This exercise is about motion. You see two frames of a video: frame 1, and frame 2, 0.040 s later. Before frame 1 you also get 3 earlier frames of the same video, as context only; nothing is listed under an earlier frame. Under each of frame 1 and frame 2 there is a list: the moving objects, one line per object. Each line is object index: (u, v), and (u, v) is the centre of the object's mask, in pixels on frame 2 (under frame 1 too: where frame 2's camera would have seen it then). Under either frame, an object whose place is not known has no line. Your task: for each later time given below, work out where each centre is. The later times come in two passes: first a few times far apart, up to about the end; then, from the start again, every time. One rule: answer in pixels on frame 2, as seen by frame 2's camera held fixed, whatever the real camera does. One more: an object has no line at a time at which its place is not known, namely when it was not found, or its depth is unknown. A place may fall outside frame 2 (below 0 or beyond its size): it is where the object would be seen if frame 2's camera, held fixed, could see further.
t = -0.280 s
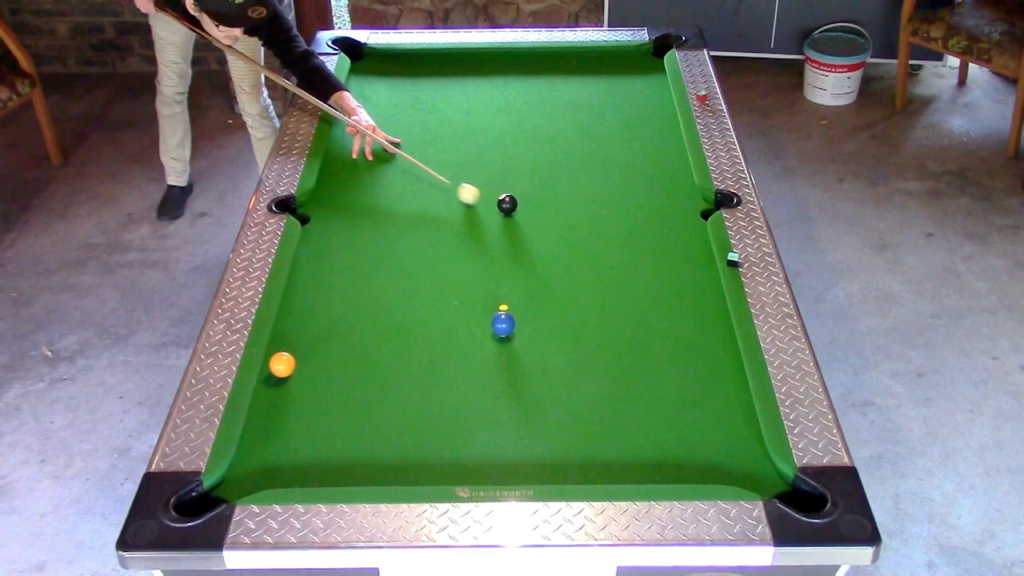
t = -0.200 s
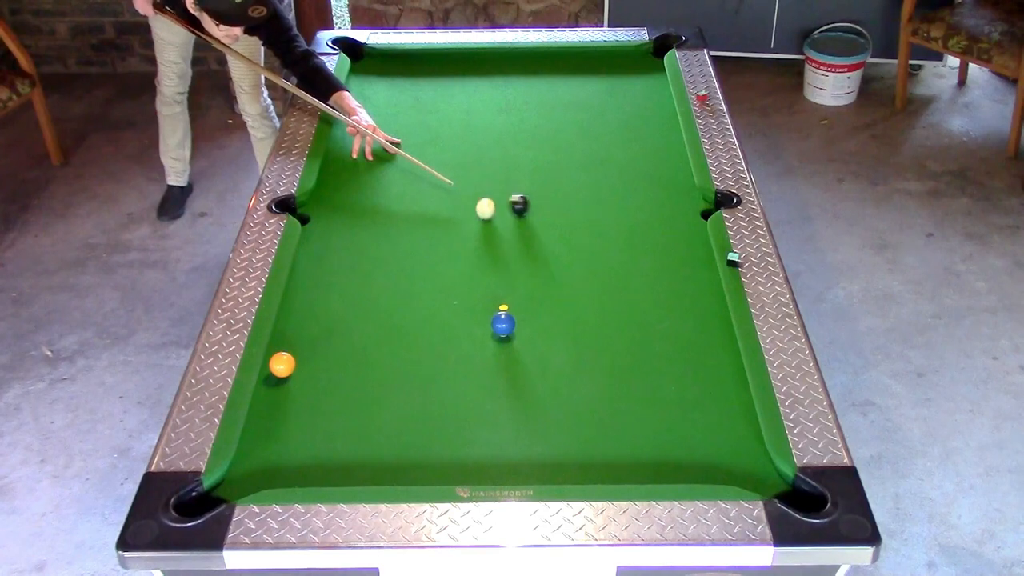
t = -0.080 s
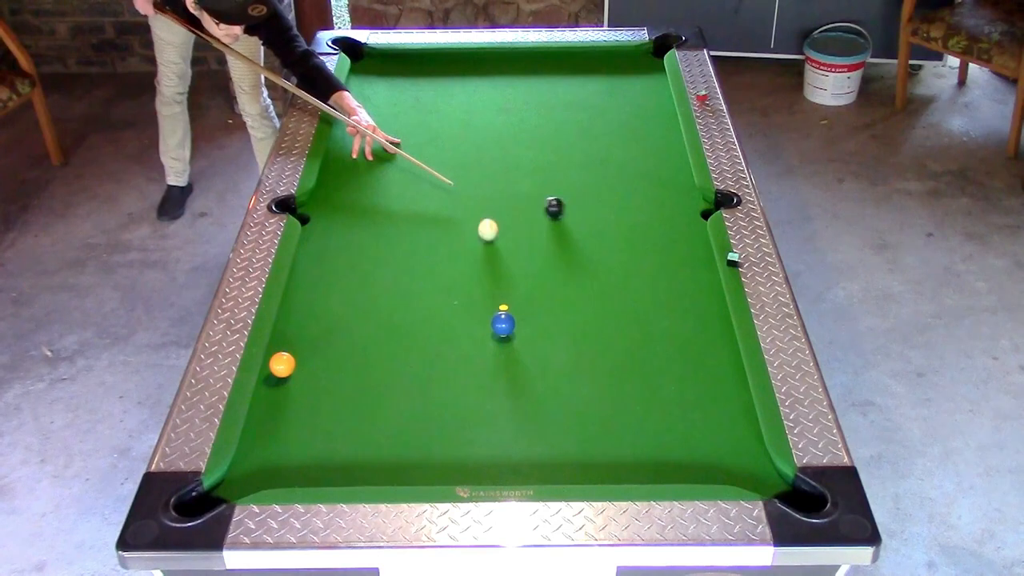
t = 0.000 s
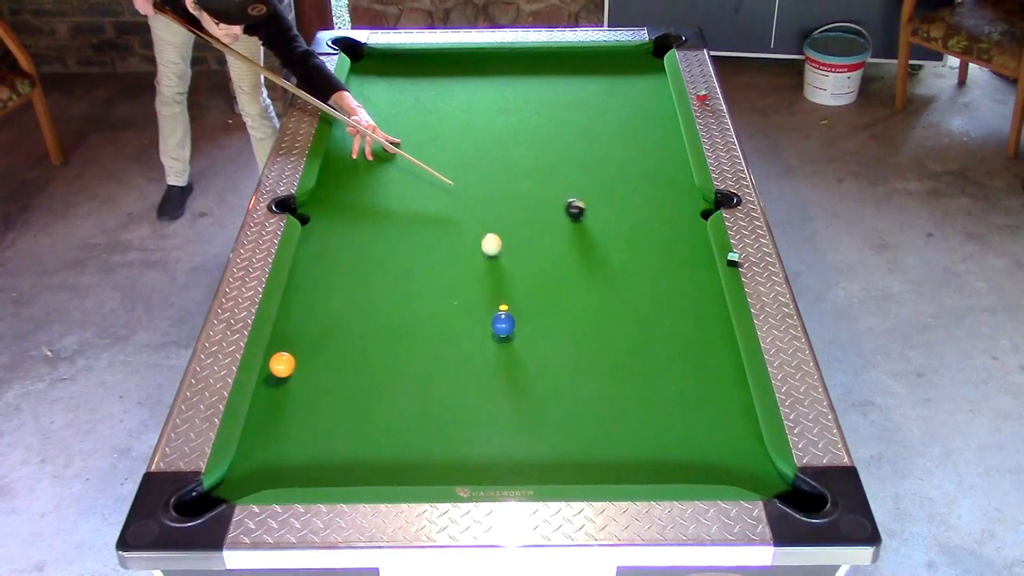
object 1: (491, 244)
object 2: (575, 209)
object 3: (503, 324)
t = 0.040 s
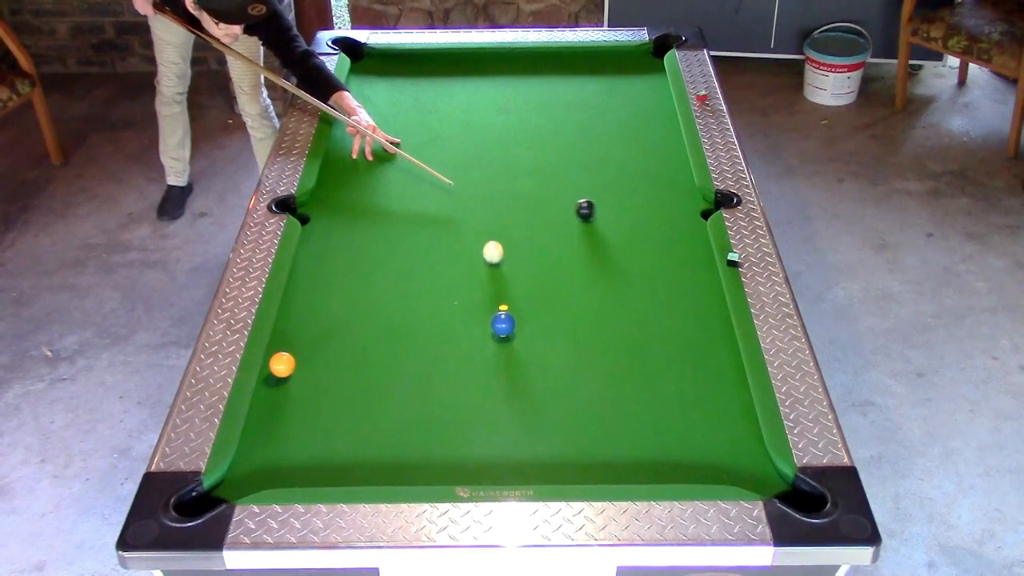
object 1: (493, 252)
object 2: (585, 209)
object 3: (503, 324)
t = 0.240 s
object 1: (502, 291)
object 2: (636, 214)
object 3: (503, 324)
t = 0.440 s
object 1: (514, 313)
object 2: (685, 218)
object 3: (501, 339)
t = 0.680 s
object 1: (530, 321)
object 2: (687, 207)
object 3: (496, 369)
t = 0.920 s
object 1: (544, 329)
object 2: (673, 194)
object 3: (493, 398)
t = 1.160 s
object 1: (556, 335)
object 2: (661, 182)
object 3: (490, 428)
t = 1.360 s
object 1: (565, 339)
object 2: (652, 174)
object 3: (489, 452)
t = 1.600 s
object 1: (574, 342)
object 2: (643, 166)
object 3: (488, 475)
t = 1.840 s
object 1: (579, 345)
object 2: (635, 158)
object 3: (490, 464)
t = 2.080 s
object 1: (582, 346)
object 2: (629, 153)
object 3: (493, 451)
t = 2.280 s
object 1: (583, 345)
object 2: (625, 149)
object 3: (495, 440)
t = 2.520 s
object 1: (582, 345)
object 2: (621, 145)
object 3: (496, 430)
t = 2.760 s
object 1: (582, 345)
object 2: (618, 143)
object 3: (496, 422)
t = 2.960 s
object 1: (582, 345)
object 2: (617, 142)
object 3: (496, 418)
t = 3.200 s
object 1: (582, 345)
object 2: (617, 142)
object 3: (496, 415)
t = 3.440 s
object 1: (582, 345)
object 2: (617, 142)
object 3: (496, 414)
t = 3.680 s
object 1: (582, 345)
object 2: (617, 142)
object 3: (496, 415)
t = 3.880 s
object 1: (582, 345)
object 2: (617, 142)
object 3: (496, 415)
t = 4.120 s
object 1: (582, 345)
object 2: (617, 142)
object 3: (496, 415)
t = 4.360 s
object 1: (582, 345)
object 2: (617, 142)
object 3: (496, 415)
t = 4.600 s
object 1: (582, 345)
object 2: (617, 142)
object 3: (496, 415)
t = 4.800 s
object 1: (582, 345)
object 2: (617, 142)
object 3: (496, 415)
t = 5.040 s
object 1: (582, 345)
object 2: (617, 142)
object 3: (496, 414)
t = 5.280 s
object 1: (582, 345)
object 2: (617, 142)
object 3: (496, 414)
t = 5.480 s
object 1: (582, 345)
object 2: (617, 142)
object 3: (496, 414)
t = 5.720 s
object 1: (582, 345)
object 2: (617, 142)
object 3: (496, 414)
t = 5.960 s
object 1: (582, 345)
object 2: (617, 142)
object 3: (496, 414)
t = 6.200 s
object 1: (582, 345)
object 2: (617, 142)
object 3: (496, 414)
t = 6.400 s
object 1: (582, 345)
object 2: (617, 142)
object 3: (496, 414)
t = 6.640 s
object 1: (582, 345)
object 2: (617, 142)
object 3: (496, 414)
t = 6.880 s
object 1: (582, 345)
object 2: (617, 142)
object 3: (496, 414)
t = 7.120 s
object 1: (582, 345)
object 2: (617, 142)
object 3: (496, 414)
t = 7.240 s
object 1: (582, 345)
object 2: (617, 142)
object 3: (496, 414)
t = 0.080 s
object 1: (495, 260)
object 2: (595, 210)
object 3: (503, 324)
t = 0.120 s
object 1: (497, 267)
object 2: (606, 211)
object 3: (503, 324)
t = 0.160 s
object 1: (498, 275)
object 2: (615, 212)
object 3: (503, 324)
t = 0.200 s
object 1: (500, 283)
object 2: (625, 212)
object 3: (503, 324)
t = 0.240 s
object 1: (502, 291)
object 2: (636, 214)
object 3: (503, 324)
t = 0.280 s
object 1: (504, 299)
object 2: (645, 215)
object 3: (503, 324)
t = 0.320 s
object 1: (506, 305)
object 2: (655, 215)
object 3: (503, 324)
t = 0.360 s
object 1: (508, 309)
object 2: (665, 216)
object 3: (502, 330)
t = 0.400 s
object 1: (511, 311)
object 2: (675, 216)
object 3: (501, 334)
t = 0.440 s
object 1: (514, 313)
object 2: (685, 218)
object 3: (501, 339)
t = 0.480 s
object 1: (517, 314)
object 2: (694, 218)
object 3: (500, 344)
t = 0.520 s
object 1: (520, 316)
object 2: (698, 217)
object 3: (499, 349)
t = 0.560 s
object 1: (522, 317)
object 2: (695, 215)
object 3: (498, 354)
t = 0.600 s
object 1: (525, 318)
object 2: (693, 212)
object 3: (498, 359)
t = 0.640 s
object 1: (528, 320)
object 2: (690, 209)
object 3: (497, 364)
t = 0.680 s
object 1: (530, 321)
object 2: (687, 207)
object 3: (496, 369)
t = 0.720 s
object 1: (533, 323)
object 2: (685, 205)
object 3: (495, 374)
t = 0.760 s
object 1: (535, 324)
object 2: (682, 202)
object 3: (495, 378)
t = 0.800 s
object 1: (538, 325)
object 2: (680, 200)
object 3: (495, 384)
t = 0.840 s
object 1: (540, 326)
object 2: (678, 198)
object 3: (494, 388)
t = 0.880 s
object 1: (542, 327)
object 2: (676, 196)
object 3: (493, 393)
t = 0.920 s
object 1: (544, 329)
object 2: (673, 194)
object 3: (493, 398)
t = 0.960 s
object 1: (546, 330)
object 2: (671, 192)
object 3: (492, 403)
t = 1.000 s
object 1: (548, 331)
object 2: (669, 190)
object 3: (492, 408)
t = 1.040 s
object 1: (550, 332)
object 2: (667, 188)
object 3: (491, 413)
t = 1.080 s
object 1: (553, 333)
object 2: (665, 186)
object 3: (491, 418)
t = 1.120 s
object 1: (555, 334)
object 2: (663, 184)
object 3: (491, 423)
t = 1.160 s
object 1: (556, 335)
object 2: (661, 182)
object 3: (490, 428)
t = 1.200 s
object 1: (558, 336)
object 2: (659, 180)
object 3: (490, 432)
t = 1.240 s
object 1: (560, 336)
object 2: (658, 179)
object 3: (490, 437)
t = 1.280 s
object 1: (562, 337)
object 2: (656, 177)
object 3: (490, 442)
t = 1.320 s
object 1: (564, 338)
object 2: (654, 176)
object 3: (489, 447)
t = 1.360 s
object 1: (565, 339)
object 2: (652, 174)
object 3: (489, 452)
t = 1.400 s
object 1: (567, 339)
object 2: (651, 173)
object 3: (489, 456)
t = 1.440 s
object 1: (568, 340)
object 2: (649, 171)
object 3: (489, 460)
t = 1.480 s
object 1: (570, 340)
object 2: (647, 169)
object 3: (489, 464)
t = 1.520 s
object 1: (571, 341)
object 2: (646, 168)
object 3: (488, 468)
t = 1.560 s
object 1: (573, 341)
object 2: (644, 167)
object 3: (488, 472)
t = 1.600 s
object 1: (574, 342)
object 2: (643, 166)
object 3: (488, 475)
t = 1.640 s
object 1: (575, 342)
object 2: (641, 164)
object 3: (488, 476)
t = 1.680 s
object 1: (576, 343)
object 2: (640, 163)
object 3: (488, 474)
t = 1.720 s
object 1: (577, 343)
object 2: (639, 162)
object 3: (489, 471)
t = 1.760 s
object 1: (578, 344)
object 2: (637, 161)
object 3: (489, 469)
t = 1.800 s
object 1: (578, 344)
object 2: (636, 160)
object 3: (489, 467)
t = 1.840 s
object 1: (579, 345)
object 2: (635, 158)
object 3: (490, 464)
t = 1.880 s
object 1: (580, 345)
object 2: (634, 157)
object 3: (490, 462)
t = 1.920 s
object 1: (581, 345)
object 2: (633, 156)
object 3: (491, 460)
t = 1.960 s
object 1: (581, 345)
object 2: (632, 156)
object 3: (491, 457)
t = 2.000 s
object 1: (582, 346)
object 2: (631, 154)
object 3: (492, 455)
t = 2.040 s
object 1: (582, 346)
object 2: (630, 154)
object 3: (492, 453)
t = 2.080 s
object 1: (582, 346)
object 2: (629, 153)
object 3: (493, 451)
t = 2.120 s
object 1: (583, 346)
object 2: (628, 152)
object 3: (493, 449)
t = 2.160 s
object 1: (583, 346)
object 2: (627, 151)
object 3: (493, 447)
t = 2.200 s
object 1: (583, 345)
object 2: (626, 150)
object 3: (494, 445)
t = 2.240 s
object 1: (583, 345)
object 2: (625, 150)
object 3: (494, 443)
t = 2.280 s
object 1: (583, 345)
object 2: (625, 149)
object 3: (495, 440)
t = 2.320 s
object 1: (583, 345)
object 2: (624, 148)
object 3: (495, 438)
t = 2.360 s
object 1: (583, 345)
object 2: (623, 148)
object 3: (495, 437)
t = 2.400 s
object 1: (583, 345)
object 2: (623, 147)
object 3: (496, 435)
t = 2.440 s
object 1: (582, 345)
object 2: (622, 147)
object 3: (496, 433)
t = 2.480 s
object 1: (582, 345)
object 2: (621, 146)
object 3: (496, 432)
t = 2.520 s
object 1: (582, 345)
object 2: (621, 145)
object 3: (496, 430)
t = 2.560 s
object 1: (582, 345)
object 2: (620, 145)
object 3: (496, 429)
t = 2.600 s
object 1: (582, 345)
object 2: (620, 144)
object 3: (496, 427)
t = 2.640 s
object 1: (582, 345)
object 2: (620, 144)
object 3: (496, 426)
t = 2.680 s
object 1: (582, 345)
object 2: (619, 144)
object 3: (496, 425)
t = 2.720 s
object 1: (582, 345)
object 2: (619, 143)
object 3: (496, 424)
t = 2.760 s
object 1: (582, 345)
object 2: (618, 143)
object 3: (496, 422)
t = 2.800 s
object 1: (582, 345)
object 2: (618, 143)
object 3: (496, 421)
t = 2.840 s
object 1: (582, 345)
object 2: (618, 143)
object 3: (496, 420)
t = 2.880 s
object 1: (582, 345)
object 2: (617, 142)
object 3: (496, 420)
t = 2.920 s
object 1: (582, 345)
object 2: (617, 142)
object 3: (496, 418)
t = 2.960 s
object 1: (582, 345)
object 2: (617, 142)
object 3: (496, 418)
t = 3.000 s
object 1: (582, 345)
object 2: (617, 142)
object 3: (496, 417)
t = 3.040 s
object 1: (582, 345)
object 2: (617, 142)
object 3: (496, 417)
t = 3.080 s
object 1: (582, 345)
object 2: (617, 142)
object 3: (496, 416)
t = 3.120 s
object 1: (582, 345)
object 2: (617, 142)
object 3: (496, 415)
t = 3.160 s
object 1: (582, 345)
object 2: (617, 142)
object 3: (496, 415)
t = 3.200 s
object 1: (582, 345)
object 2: (617, 142)
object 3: (496, 415)
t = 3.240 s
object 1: (582, 345)
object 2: (617, 142)
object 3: (496, 415)
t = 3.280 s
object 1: (582, 345)
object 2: (617, 142)
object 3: (496, 414)
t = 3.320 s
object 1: (582, 345)
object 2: (617, 142)
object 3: (496, 414)
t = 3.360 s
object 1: (582, 345)
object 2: (617, 142)
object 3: (496, 414)
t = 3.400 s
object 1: (582, 345)
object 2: (617, 142)
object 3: (496, 414)
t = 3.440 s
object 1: (582, 345)
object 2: (617, 142)
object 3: (496, 414)
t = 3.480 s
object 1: (582, 345)
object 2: (617, 142)
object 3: (496, 414)
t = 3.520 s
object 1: (582, 345)
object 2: (617, 142)
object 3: (496, 414)
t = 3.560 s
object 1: (582, 345)
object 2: (617, 142)
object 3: (496, 414)
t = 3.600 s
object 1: (582, 345)
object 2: (617, 142)
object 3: (496, 415)
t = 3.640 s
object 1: (582, 345)
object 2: (617, 142)
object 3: (496, 414)
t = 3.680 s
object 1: (582, 345)
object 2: (617, 142)
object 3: (496, 415)
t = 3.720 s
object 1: (582, 345)
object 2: (617, 142)
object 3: (496, 415)
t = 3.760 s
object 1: (582, 345)
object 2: (617, 142)
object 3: (496, 415)
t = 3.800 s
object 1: (582, 345)
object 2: (617, 142)
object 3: (496, 415)
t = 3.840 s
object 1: (582, 345)
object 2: (617, 142)
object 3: (496, 415)
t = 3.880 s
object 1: (582, 345)
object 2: (617, 142)
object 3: (496, 415)
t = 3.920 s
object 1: (582, 345)
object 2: (617, 142)
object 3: (496, 415)
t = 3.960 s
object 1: (582, 345)
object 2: (617, 142)
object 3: (496, 415)
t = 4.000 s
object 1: (582, 345)
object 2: (617, 142)
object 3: (496, 415)
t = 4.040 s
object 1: (582, 345)
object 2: (617, 142)
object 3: (496, 415)
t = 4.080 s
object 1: (582, 345)
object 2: (617, 142)
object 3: (496, 415)
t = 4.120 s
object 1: (582, 345)
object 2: (617, 142)
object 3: (496, 415)
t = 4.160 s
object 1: (582, 345)
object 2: (617, 142)
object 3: (496, 415)
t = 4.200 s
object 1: (582, 345)
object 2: (617, 142)
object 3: (496, 415)
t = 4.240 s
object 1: (582, 345)
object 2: (617, 142)
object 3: (496, 415)
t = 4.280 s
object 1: (582, 345)
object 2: (617, 142)
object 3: (496, 415)
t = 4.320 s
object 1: (582, 345)
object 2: (617, 142)
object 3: (496, 415)
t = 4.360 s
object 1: (582, 345)
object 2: (617, 142)
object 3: (496, 415)
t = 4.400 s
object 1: (582, 345)
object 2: (617, 142)
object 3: (496, 415)
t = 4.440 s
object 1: (582, 345)
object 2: (617, 142)
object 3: (496, 415)
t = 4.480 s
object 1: (582, 345)
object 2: (617, 142)
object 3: (496, 415)
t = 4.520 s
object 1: (582, 345)
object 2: (617, 142)
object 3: (496, 415)
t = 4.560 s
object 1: (582, 345)
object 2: (617, 142)
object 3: (496, 415)
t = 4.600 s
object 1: (582, 345)
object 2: (617, 142)
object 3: (496, 415)
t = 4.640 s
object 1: (582, 345)
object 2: (617, 142)
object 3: (496, 415)
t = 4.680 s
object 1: (582, 345)
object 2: (617, 142)
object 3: (496, 415)
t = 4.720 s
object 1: (582, 345)
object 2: (617, 142)
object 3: (496, 415)
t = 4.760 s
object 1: (582, 345)
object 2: (617, 142)
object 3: (496, 415)
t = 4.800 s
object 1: (582, 345)
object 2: (617, 142)
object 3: (496, 415)
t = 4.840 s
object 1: (582, 345)
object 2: (617, 142)
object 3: (496, 414)
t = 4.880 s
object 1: (582, 345)
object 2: (617, 142)
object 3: (496, 414)
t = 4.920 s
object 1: (582, 345)
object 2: (617, 142)
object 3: (496, 415)
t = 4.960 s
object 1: (582, 345)
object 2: (617, 142)
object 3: (496, 415)
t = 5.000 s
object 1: (582, 345)
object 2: (617, 142)
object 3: (496, 414)
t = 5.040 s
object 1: (582, 345)
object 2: (617, 142)
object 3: (496, 414)
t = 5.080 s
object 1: (582, 345)
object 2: (617, 142)
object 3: (496, 414)
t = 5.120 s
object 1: (582, 345)
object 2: (617, 142)
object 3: (496, 414)
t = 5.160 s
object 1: (582, 345)
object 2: (617, 142)
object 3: (496, 414)
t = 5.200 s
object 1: (582, 345)
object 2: (617, 142)
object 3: (496, 414)
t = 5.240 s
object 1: (582, 345)
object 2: (617, 142)
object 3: (496, 414)
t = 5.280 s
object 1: (582, 345)
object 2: (617, 142)
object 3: (496, 414)
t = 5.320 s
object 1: (582, 345)
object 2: (617, 142)
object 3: (496, 414)
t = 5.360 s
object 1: (582, 345)
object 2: (617, 142)
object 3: (496, 414)
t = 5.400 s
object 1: (582, 345)
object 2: (617, 142)
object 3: (496, 414)
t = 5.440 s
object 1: (582, 345)
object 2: (617, 142)
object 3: (496, 414)
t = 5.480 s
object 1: (582, 345)
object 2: (617, 142)
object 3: (496, 414)
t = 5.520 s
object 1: (582, 345)
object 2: (617, 142)
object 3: (496, 415)
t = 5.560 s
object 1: (582, 345)
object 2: (617, 142)
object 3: (496, 414)
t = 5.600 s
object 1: (582, 345)
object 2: (617, 142)
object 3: (496, 414)
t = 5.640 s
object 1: (582, 345)
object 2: (617, 142)
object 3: (496, 414)
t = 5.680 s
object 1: (582, 345)
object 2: (617, 142)
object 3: (496, 414)
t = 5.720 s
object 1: (582, 345)
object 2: (617, 142)
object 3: (496, 414)
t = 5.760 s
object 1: (582, 345)
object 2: (617, 142)
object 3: (496, 414)
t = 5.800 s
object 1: (582, 345)
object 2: (617, 142)
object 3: (496, 414)
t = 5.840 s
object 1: (582, 345)
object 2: (617, 142)
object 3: (496, 414)
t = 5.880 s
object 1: (582, 345)
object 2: (617, 142)
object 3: (496, 414)
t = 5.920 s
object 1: (582, 345)
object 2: (617, 142)
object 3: (496, 414)
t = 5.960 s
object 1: (582, 345)
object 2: (617, 142)
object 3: (496, 414)
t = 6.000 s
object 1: (582, 345)
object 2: (617, 142)
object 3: (496, 414)
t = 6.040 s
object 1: (582, 345)
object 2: (617, 142)
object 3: (496, 414)
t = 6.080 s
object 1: (582, 345)
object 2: (617, 142)
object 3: (496, 414)
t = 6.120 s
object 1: (582, 345)
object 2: (617, 142)
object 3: (496, 414)
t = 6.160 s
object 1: (582, 345)
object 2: (617, 142)
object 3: (496, 414)
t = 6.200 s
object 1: (582, 345)
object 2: (617, 142)
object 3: (496, 414)
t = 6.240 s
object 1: (582, 345)
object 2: (617, 142)
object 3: (496, 414)
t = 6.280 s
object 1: (582, 345)
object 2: (617, 142)
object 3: (496, 414)
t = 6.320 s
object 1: (582, 345)
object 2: (617, 142)
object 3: (496, 414)
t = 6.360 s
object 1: (582, 345)
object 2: (617, 142)
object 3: (496, 414)
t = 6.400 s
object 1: (582, 345)
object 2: (617, 142)
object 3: (496, 414)
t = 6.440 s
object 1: (582, 345)
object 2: (617, 142)
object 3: (496, 414)
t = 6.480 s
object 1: (582, 345)
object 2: (617, 142)
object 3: (496, 414)
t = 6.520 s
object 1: (582, 345)
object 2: (617, 142)
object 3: (496, 414)
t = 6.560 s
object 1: (582, 345)
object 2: (617, 142)
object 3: (496, 414)
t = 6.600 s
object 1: (582, 345)
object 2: (617, 142)
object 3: (496, 414)
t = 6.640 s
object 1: (582, 345)
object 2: (617, 142)
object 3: (496, 414)
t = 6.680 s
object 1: (582, 345)
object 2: (617, 142)
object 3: (496, 414)
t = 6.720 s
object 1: (582, 345)
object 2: (617, 142)
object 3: (496, 414)
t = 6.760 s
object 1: (582, 345)
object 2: (617, 142)
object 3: (496, 414)
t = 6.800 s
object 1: (582, 345)
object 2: (617, 142)
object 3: (496, 414)
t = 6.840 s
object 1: (582, 345)
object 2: (617, 142)
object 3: (496, 414)
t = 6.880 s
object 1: (582, 345)
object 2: (617, 142)
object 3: (496, 414)
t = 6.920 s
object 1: (582, 345)
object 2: (617, 142)
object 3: (496, 414)
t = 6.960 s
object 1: (582, 345)
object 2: (617, 142)
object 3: (496, 414)
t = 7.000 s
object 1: (582, 345)
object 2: (617, 142)
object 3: (496, 414)
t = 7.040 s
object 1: (582, 345)
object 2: (617, 142)
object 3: (496, 415)
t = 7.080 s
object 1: (582, 345)
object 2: (617, 142)
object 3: (496, 414)
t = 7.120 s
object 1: (582, 345)
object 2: (617, 142)
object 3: (496, 414)
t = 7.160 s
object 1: (582, 345)
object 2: (617, 142)
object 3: (496, 414)
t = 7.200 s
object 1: (582, 345)
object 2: (617, 142)
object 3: (496, 415)
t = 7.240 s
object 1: (582, 345)
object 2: (617, 142)
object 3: (496, 414)
